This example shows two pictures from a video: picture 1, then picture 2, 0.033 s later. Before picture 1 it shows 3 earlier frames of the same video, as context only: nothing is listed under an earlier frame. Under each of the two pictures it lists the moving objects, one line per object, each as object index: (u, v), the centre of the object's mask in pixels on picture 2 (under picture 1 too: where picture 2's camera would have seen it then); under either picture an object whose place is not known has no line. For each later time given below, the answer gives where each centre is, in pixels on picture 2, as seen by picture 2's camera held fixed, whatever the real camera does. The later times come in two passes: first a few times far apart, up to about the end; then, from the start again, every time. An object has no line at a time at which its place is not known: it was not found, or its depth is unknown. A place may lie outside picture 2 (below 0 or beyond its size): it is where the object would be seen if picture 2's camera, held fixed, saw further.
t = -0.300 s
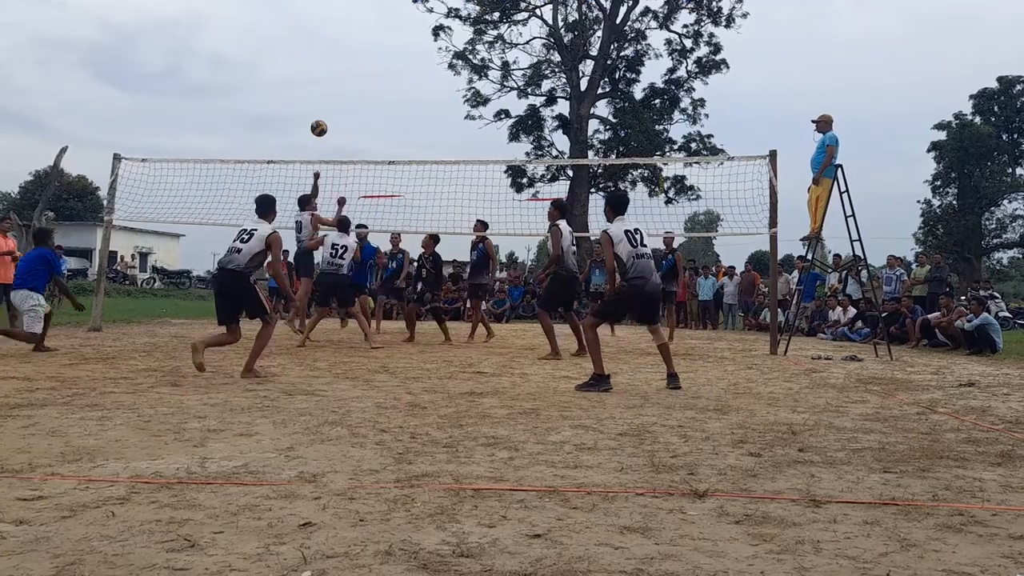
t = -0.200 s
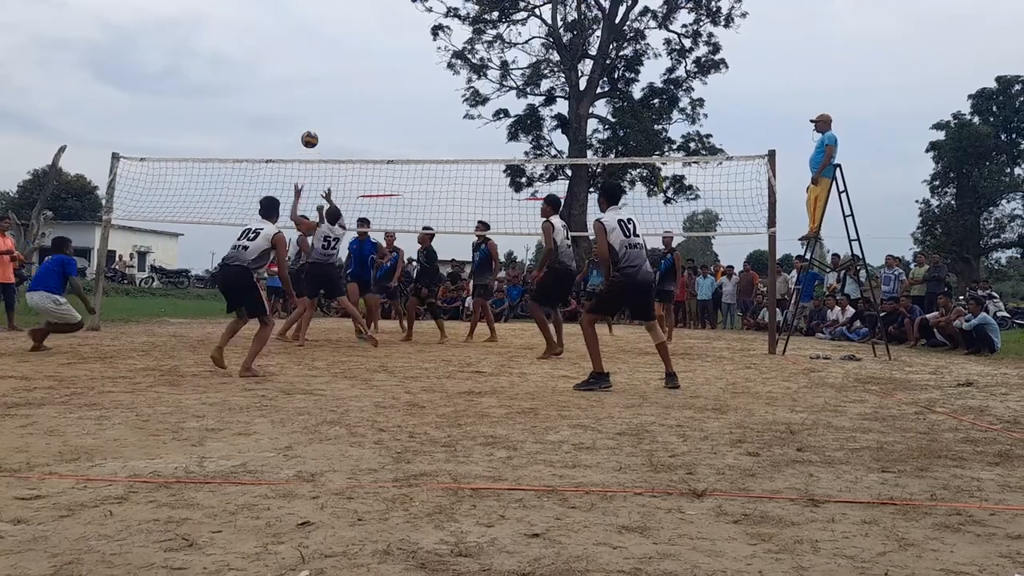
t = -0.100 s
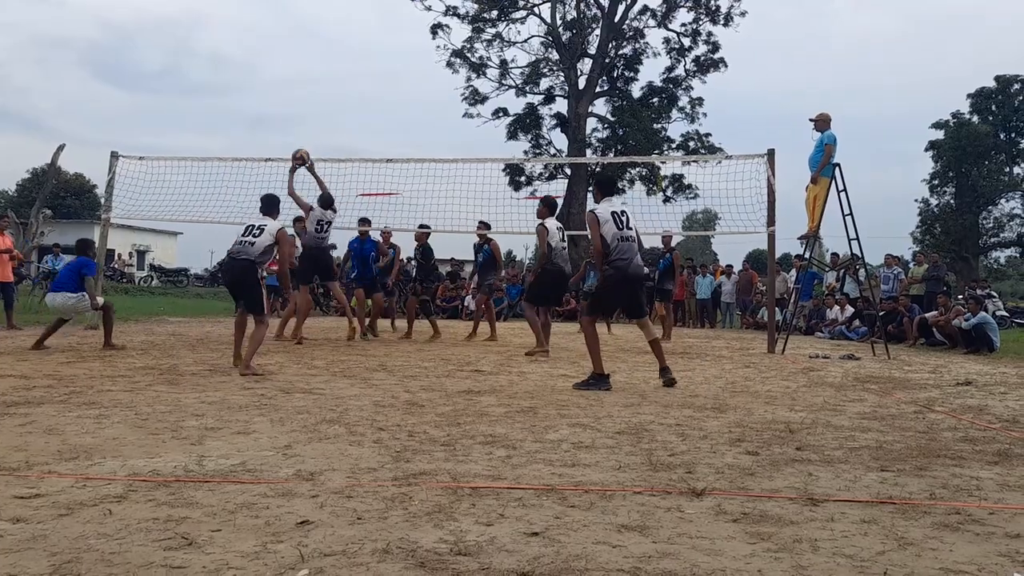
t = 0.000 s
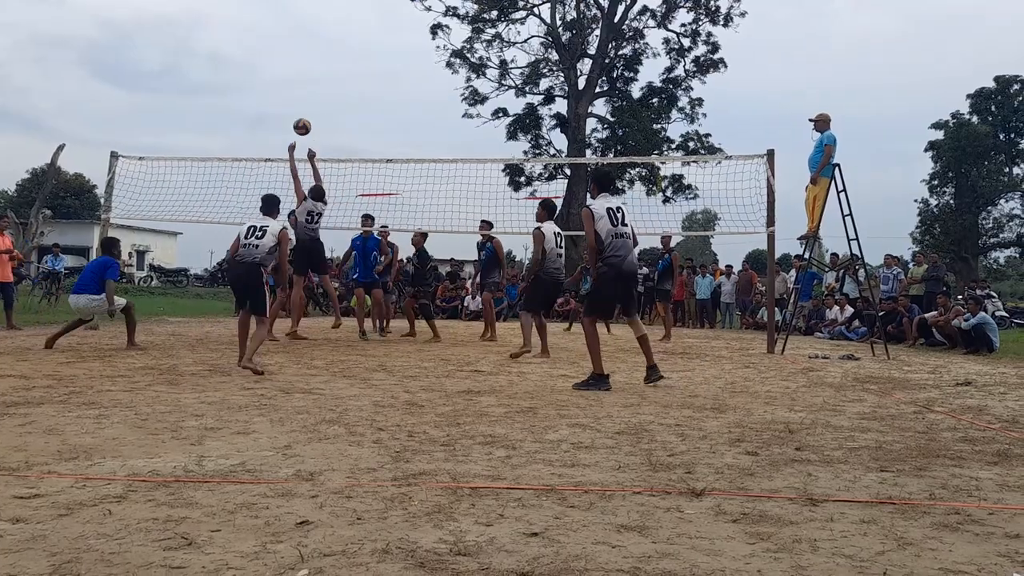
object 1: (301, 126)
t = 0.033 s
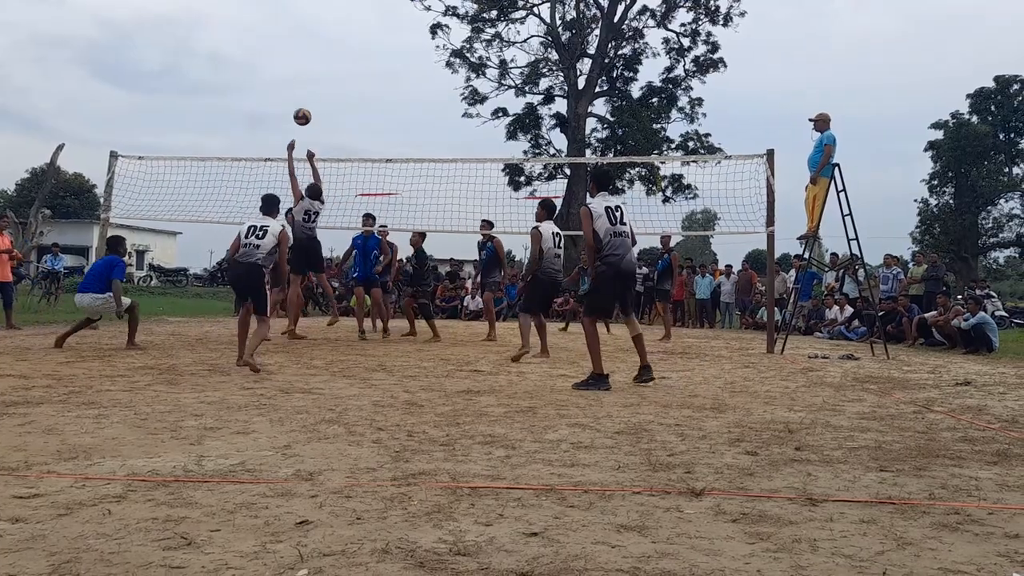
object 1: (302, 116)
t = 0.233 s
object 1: (305, 78)
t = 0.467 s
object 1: (308, 74)
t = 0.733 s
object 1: (310, 123)
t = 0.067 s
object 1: (302, 108)
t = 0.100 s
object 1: (303, 100)
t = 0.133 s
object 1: (304, 93)
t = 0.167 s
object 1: (304, 87)
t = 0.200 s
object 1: (305, 82)
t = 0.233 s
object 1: (305, 78)
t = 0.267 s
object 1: (306, 75)
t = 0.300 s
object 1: (306, 72)
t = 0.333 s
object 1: (306, 71)
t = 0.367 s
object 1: (307, 70)
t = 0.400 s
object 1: (307, 71)
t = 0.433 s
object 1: (307, 72)
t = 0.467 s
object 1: (308, 74)
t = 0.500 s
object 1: (308, 77)
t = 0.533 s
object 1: (309, 81)
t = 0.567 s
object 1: (309, 86)
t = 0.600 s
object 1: (309, 91)
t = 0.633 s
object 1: (310, 98)
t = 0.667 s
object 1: (310, 105)
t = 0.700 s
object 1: (310, 114)
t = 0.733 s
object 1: (310, 123)
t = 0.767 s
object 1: (311, 133)
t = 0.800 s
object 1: (311, 144)
